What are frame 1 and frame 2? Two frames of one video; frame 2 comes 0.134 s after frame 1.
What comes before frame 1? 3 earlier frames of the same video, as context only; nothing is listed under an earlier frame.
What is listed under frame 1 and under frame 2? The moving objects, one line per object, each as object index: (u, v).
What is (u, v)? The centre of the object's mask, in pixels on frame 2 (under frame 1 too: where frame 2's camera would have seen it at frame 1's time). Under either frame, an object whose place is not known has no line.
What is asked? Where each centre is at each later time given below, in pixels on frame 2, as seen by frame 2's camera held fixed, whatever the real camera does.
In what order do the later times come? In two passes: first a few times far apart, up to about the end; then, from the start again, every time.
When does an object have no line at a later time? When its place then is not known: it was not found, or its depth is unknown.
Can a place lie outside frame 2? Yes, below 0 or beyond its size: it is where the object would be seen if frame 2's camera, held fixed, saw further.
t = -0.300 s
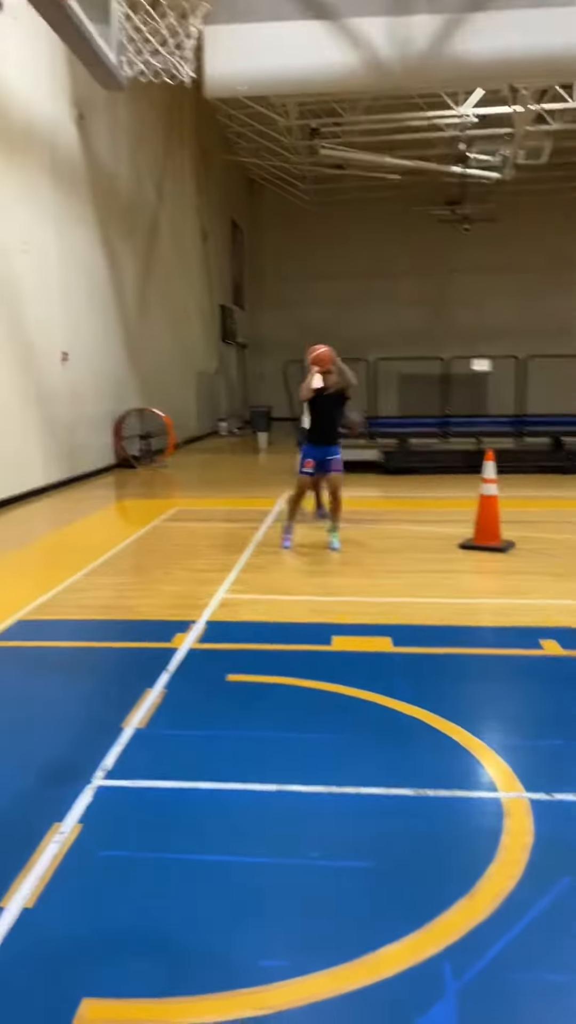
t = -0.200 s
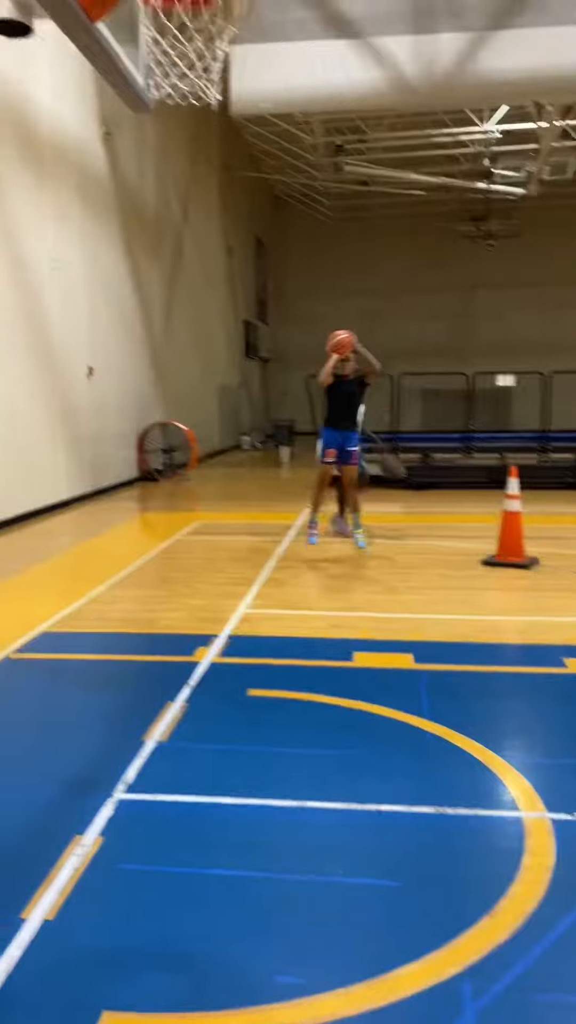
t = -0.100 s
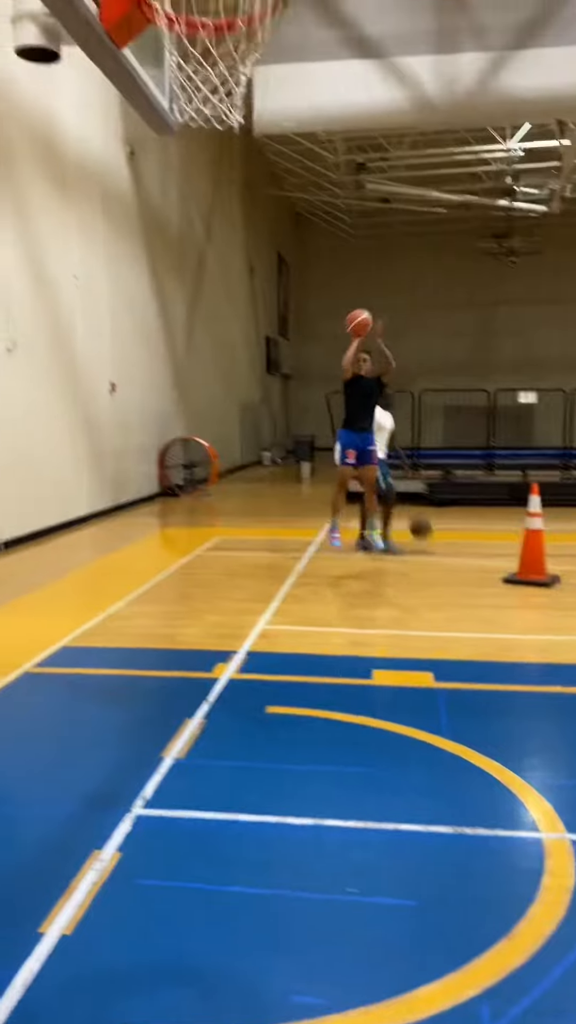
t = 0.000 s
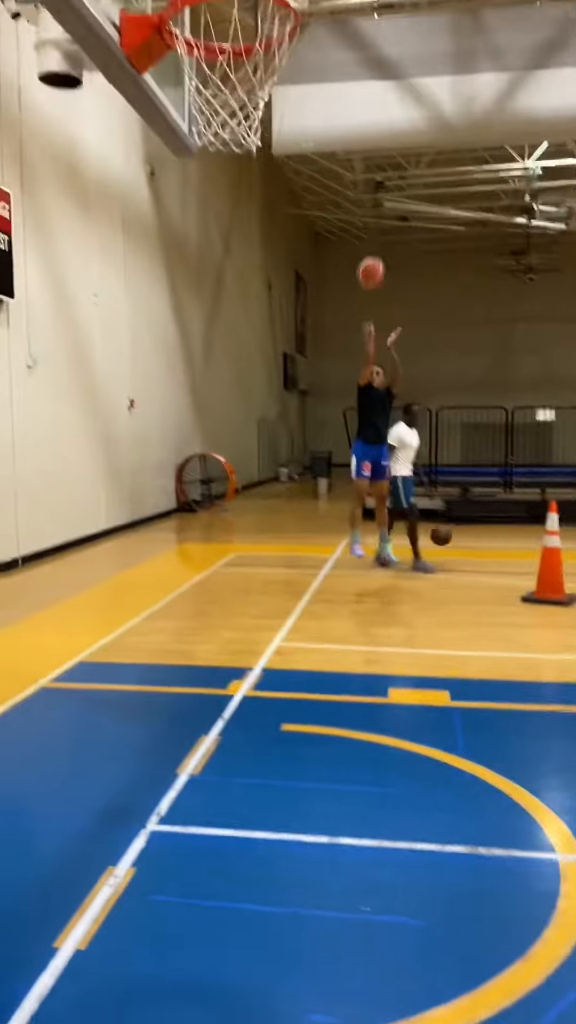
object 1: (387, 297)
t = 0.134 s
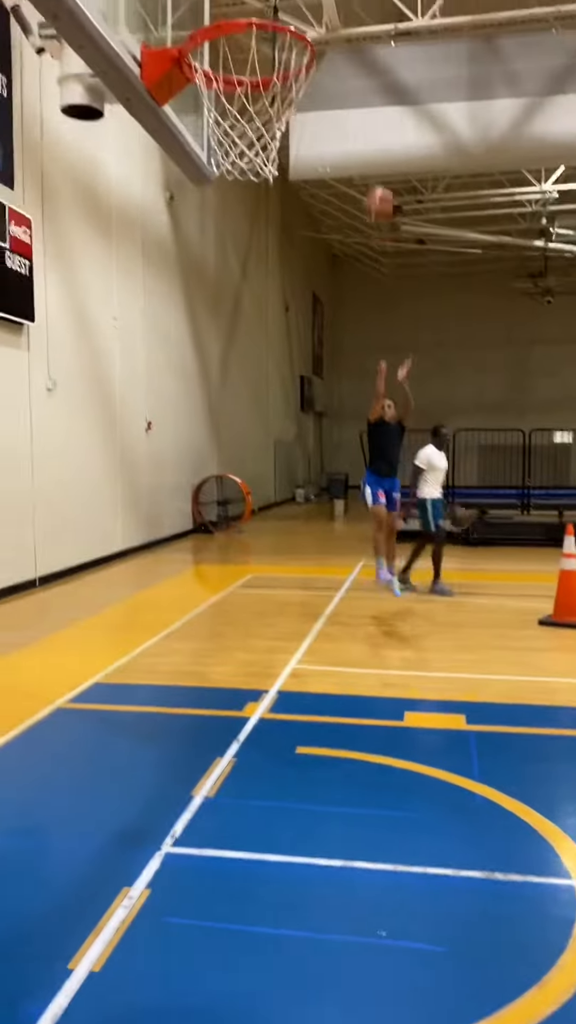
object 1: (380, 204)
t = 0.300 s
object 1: (365, 102)
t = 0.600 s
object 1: (334, -20)
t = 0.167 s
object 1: (378, 182)
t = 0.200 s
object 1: (373, 162)
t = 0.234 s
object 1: (371, 142)
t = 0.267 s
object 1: (368, 122)
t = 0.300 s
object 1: (365, 102)
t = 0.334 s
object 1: (362, 84)
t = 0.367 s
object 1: (359, 67)
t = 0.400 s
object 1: (356, 53)
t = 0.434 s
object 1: (352, 35)
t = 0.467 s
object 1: (349, 22)
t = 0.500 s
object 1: (346, 10)
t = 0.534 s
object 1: (342, -1)
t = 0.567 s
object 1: (338, -11)
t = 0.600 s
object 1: (334, -20)
